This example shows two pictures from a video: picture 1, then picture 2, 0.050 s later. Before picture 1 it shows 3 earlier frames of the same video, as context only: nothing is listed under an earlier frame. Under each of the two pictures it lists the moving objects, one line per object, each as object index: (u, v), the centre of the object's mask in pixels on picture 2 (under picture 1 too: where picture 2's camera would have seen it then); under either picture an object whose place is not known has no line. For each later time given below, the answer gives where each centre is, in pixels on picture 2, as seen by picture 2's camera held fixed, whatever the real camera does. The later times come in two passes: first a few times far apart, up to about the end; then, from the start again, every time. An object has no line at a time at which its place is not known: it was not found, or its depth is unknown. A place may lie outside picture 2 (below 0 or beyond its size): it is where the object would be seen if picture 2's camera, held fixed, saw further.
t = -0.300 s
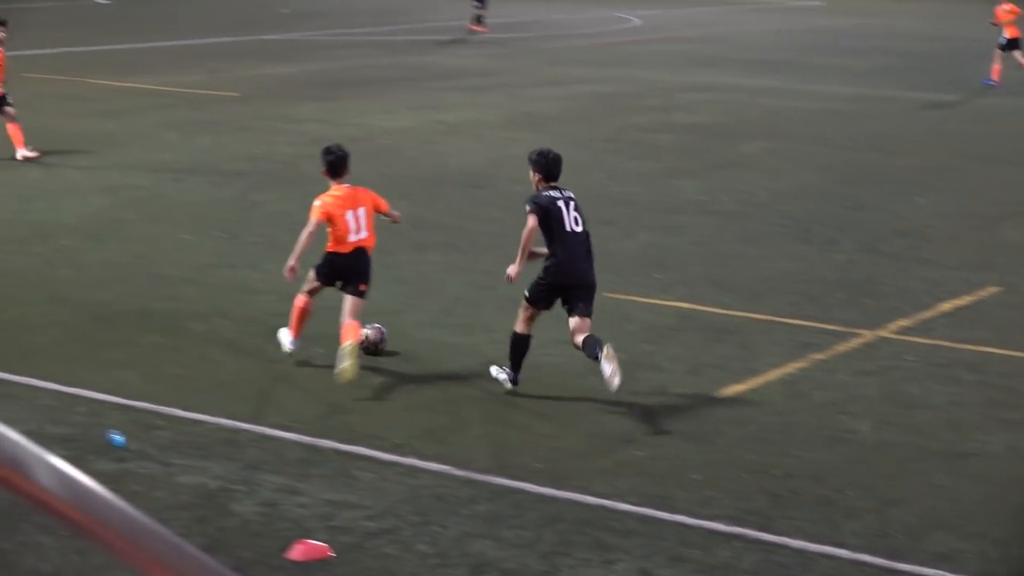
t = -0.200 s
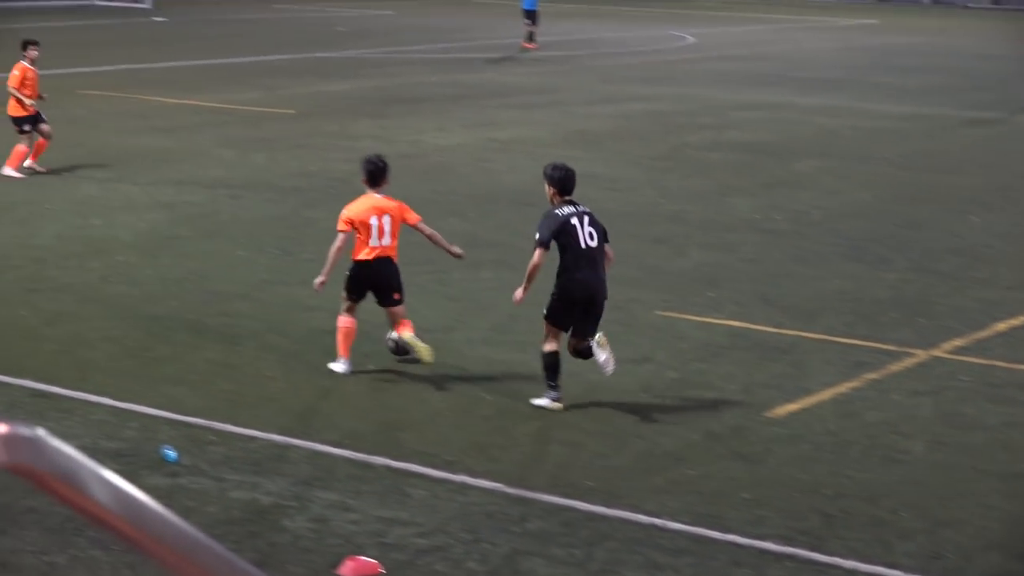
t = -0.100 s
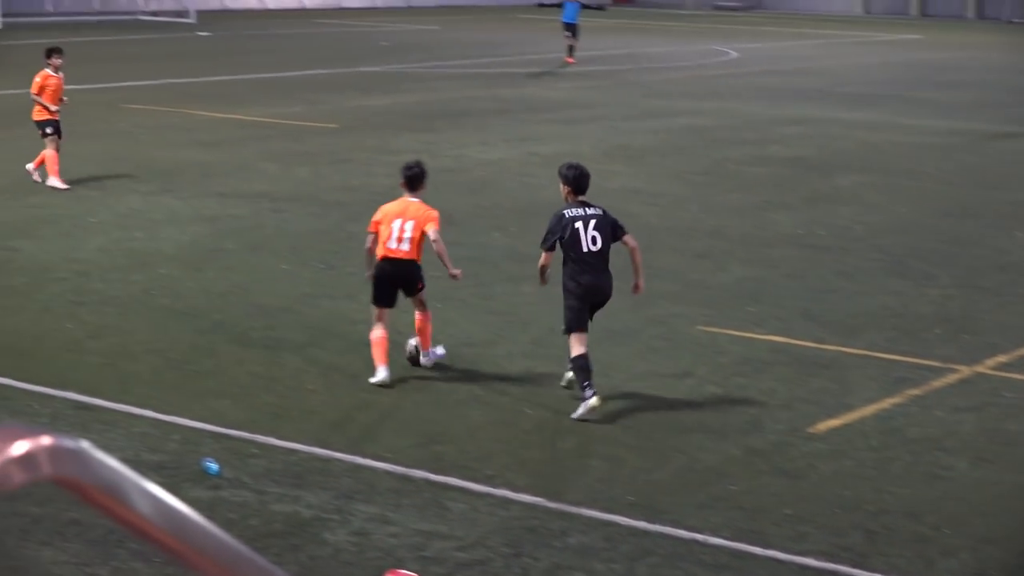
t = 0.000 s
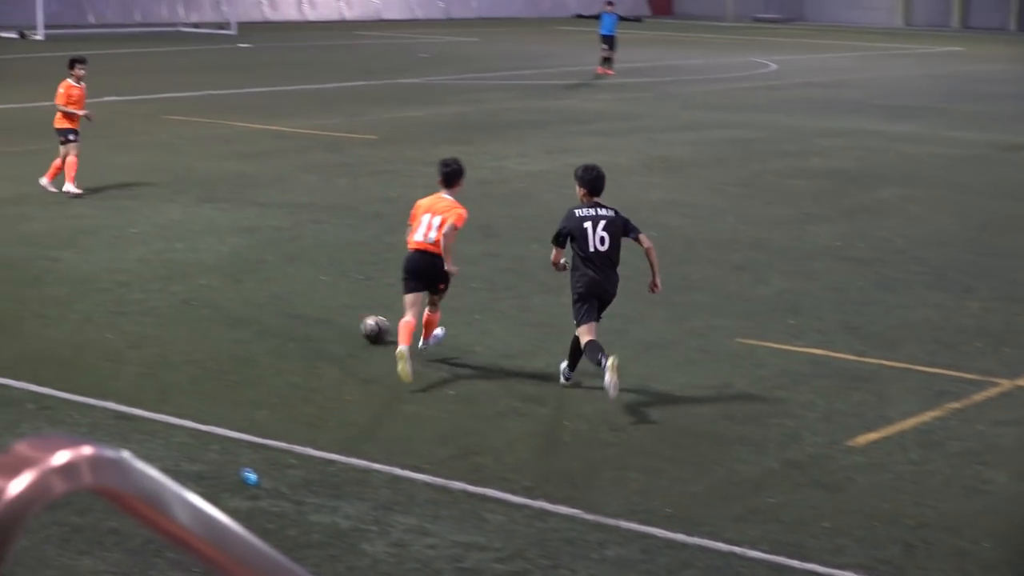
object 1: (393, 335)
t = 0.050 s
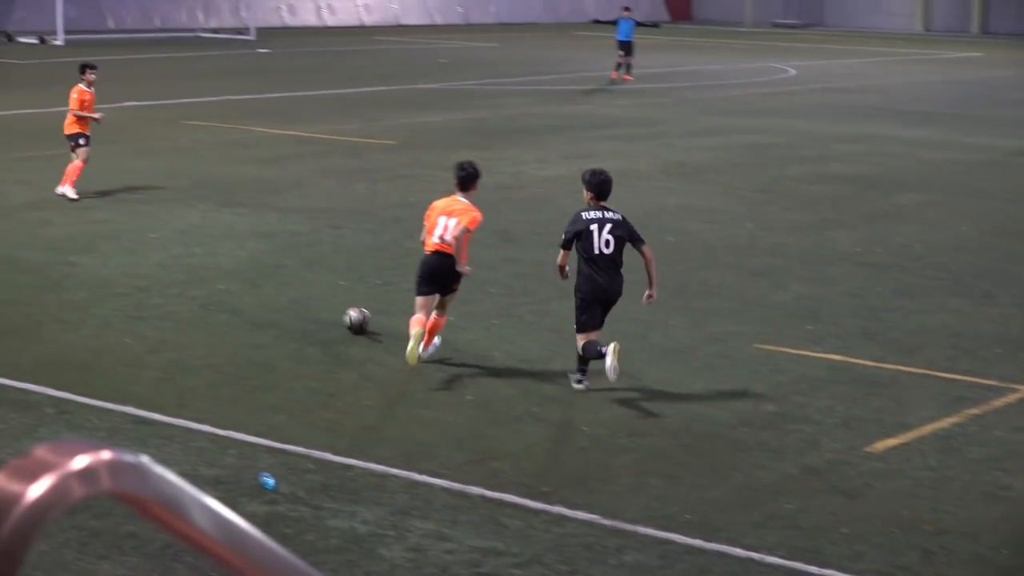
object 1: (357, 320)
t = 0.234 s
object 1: (248, 279)
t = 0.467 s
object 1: (147, 243)
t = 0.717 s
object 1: (71, 217)
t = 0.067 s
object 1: (346, 316)
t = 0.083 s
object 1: (335, 311)
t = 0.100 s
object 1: (324, 308)
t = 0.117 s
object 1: (313, 303)
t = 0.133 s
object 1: (303, 300)
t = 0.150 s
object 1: (294, 296)
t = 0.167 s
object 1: (284, 293)
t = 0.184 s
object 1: (275, 289)
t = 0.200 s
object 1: (265, 286)
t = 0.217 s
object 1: (256, 282)
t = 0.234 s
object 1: (248, 279)
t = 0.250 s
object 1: (240, 276)
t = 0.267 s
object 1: (231, 272)
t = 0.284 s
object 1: (223, 269)
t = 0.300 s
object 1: (215, 267)
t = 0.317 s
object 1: (207, 264)
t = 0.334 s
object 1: (200, 262)
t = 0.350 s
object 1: (192, 259)
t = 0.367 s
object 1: (186, 257)
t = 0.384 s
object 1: (179, 254)
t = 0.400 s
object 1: (172, 252)
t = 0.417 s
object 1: (165, 250)
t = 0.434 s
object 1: (159, 248)
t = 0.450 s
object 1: (153, 245)
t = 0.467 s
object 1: (147, 243)
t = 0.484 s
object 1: (141, 240)
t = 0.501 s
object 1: (135, 238)
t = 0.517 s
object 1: (129, 236)
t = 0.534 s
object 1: (123, 235)
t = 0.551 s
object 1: (118, 234)
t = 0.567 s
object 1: (112, 232)
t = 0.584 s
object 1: (107, 230)
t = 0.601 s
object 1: (103, 227)
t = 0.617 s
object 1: (98, 224)
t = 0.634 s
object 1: (93, 223)
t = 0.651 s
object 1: (89, 221)
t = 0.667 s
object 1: (84, 220)
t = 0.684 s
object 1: (79, 219)
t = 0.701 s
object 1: (75, 218)
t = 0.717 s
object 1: (71, 217)
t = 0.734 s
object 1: (66, 216)
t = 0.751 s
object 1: (62, 214)
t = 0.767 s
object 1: (58, 211)
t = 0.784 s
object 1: (54, 208)
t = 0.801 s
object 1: (50, 206)
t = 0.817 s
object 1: (46, 205)
